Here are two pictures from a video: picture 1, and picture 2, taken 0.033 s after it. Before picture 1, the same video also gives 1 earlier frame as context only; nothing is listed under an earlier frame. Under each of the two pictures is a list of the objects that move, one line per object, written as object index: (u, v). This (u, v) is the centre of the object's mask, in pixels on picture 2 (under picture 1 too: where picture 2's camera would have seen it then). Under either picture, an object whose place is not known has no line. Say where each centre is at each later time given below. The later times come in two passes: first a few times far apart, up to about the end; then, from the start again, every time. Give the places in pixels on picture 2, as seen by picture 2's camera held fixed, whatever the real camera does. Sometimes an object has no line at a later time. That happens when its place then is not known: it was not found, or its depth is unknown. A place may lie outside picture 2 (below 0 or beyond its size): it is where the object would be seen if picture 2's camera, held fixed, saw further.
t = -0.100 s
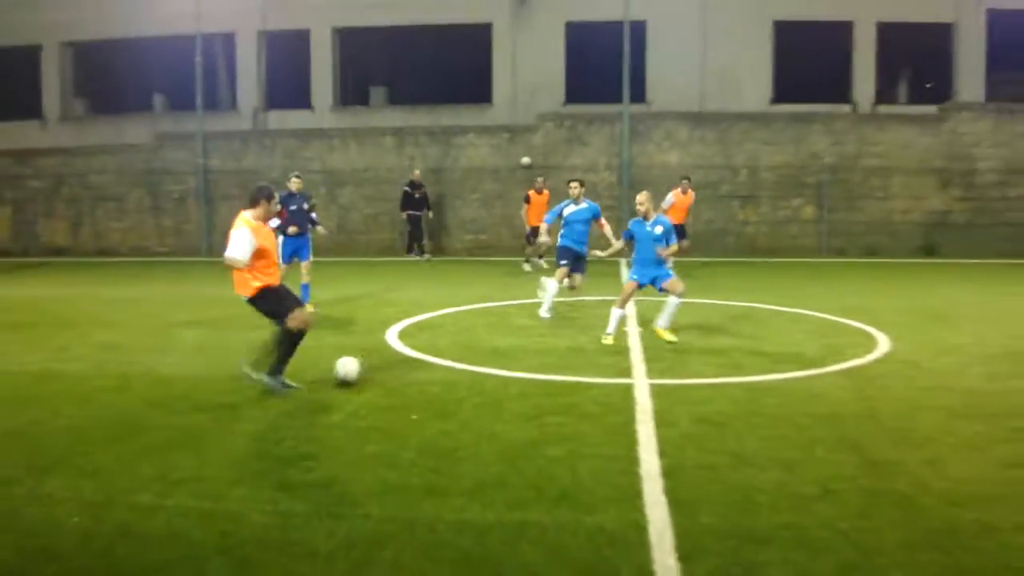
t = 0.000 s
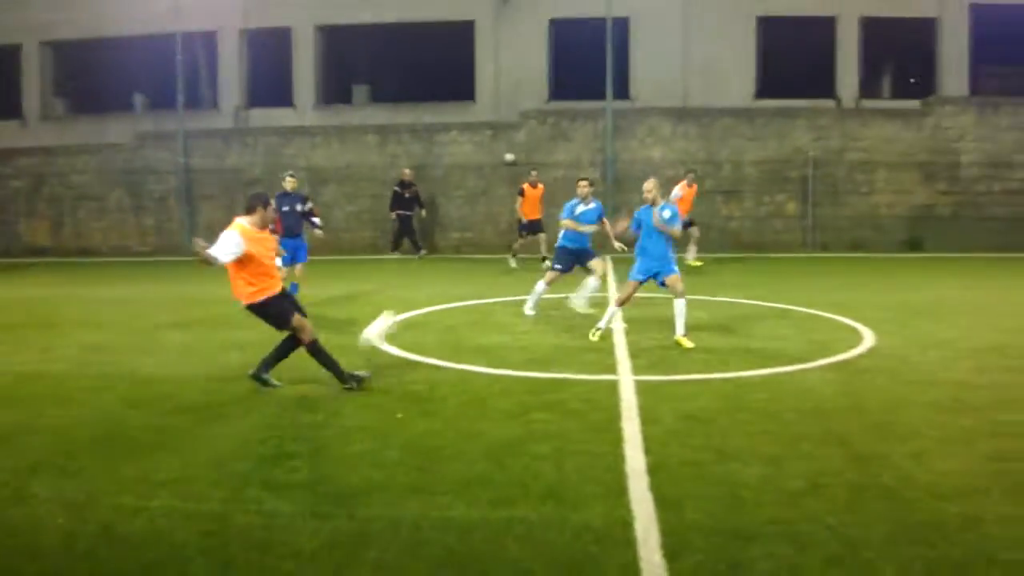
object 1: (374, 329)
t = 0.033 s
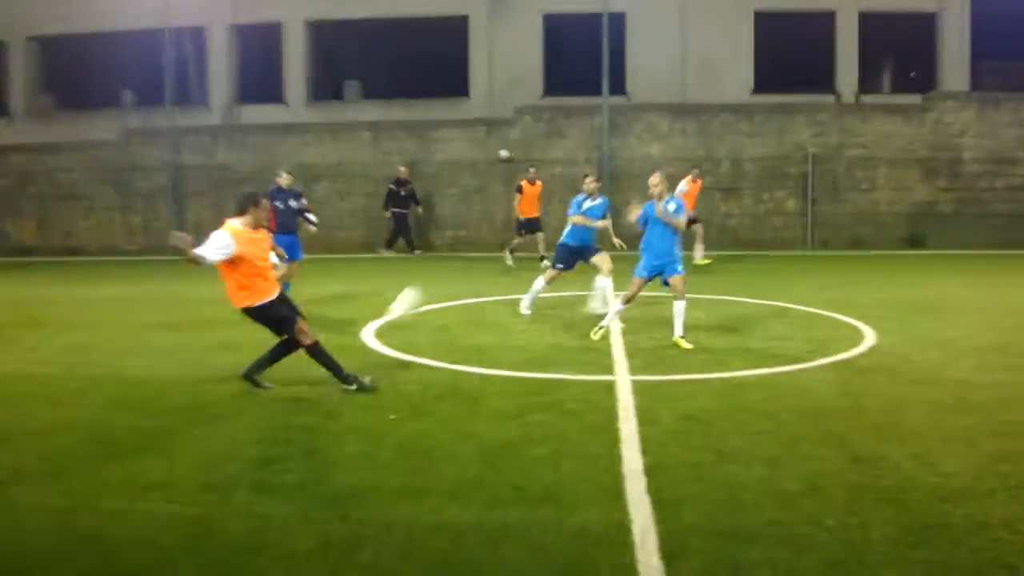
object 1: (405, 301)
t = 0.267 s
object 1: (573, 198)
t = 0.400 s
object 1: (642, 175)
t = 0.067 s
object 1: (433, 283)
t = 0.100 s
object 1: (460, 265)
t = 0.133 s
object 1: (485, 248)
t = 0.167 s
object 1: (510, 234)
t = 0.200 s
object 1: (532, 221)
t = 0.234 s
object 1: (555, 207)
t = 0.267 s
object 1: (573, 198)
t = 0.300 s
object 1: (590, 191)
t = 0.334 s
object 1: (609, 185)
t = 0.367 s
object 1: (626, 179)
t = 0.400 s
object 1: (642, 175)
